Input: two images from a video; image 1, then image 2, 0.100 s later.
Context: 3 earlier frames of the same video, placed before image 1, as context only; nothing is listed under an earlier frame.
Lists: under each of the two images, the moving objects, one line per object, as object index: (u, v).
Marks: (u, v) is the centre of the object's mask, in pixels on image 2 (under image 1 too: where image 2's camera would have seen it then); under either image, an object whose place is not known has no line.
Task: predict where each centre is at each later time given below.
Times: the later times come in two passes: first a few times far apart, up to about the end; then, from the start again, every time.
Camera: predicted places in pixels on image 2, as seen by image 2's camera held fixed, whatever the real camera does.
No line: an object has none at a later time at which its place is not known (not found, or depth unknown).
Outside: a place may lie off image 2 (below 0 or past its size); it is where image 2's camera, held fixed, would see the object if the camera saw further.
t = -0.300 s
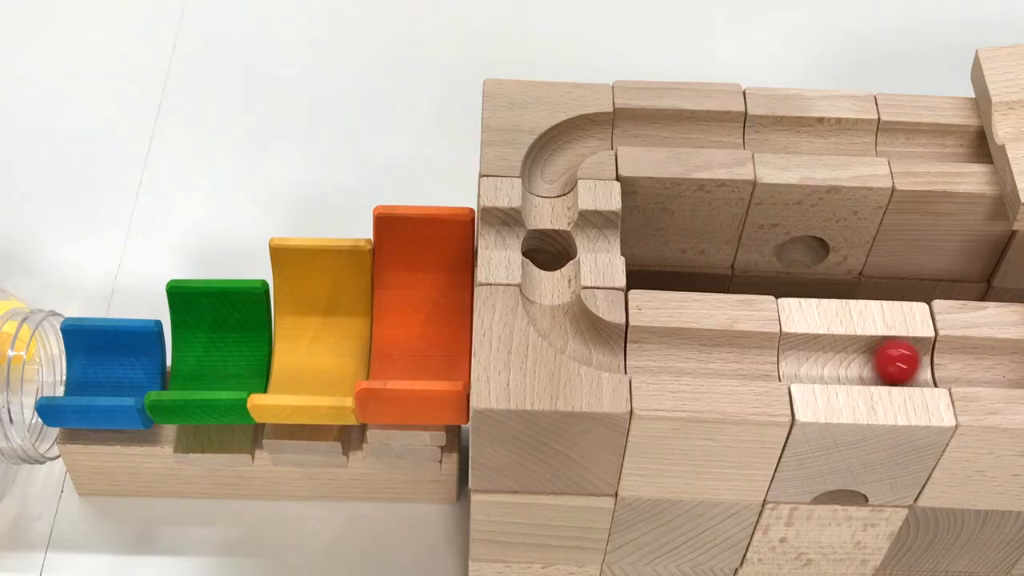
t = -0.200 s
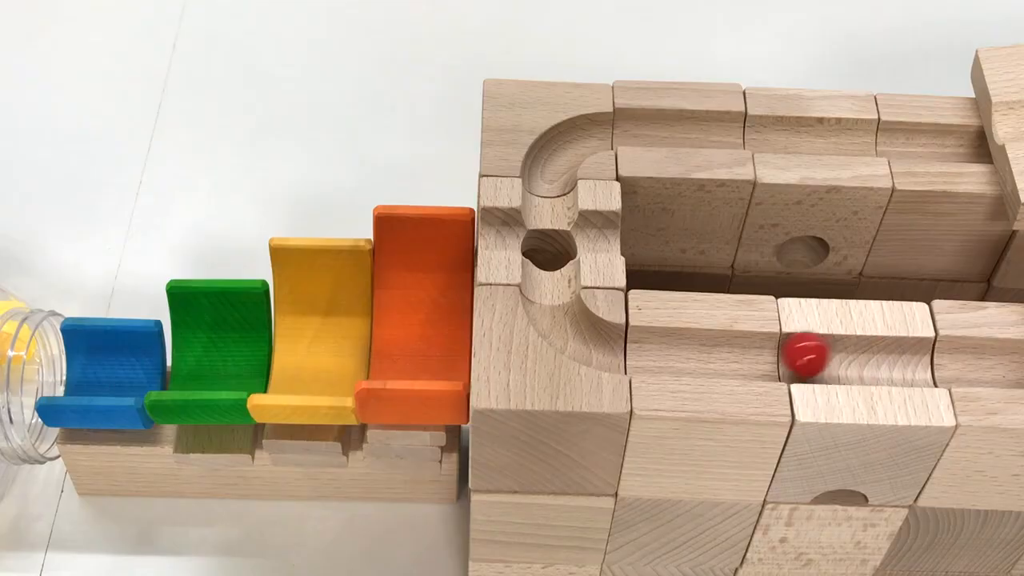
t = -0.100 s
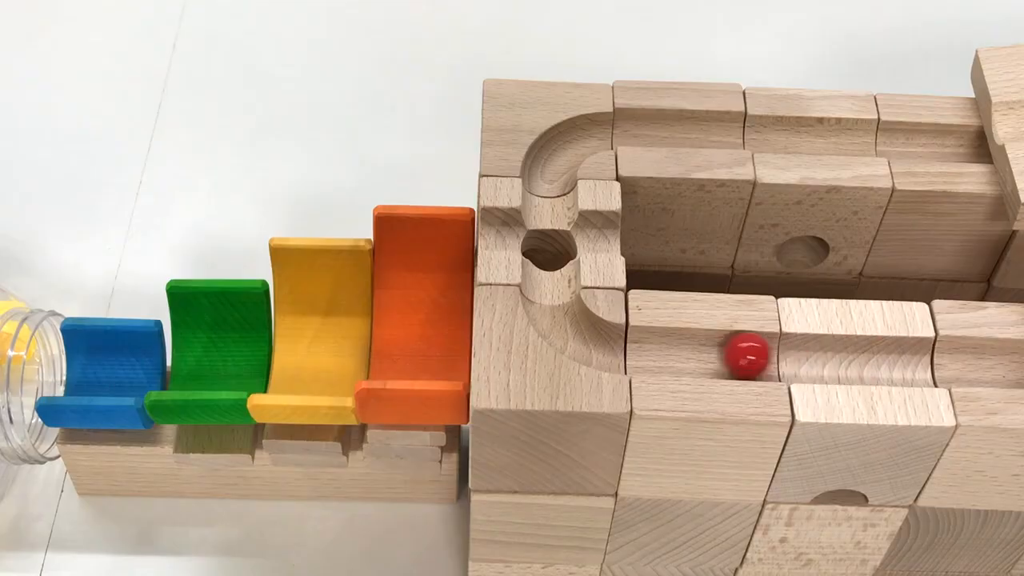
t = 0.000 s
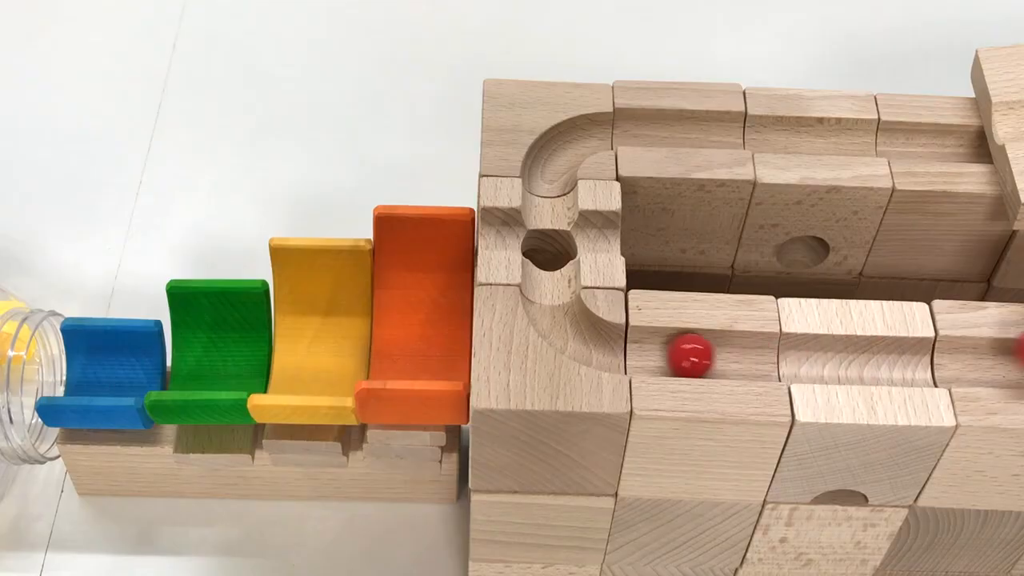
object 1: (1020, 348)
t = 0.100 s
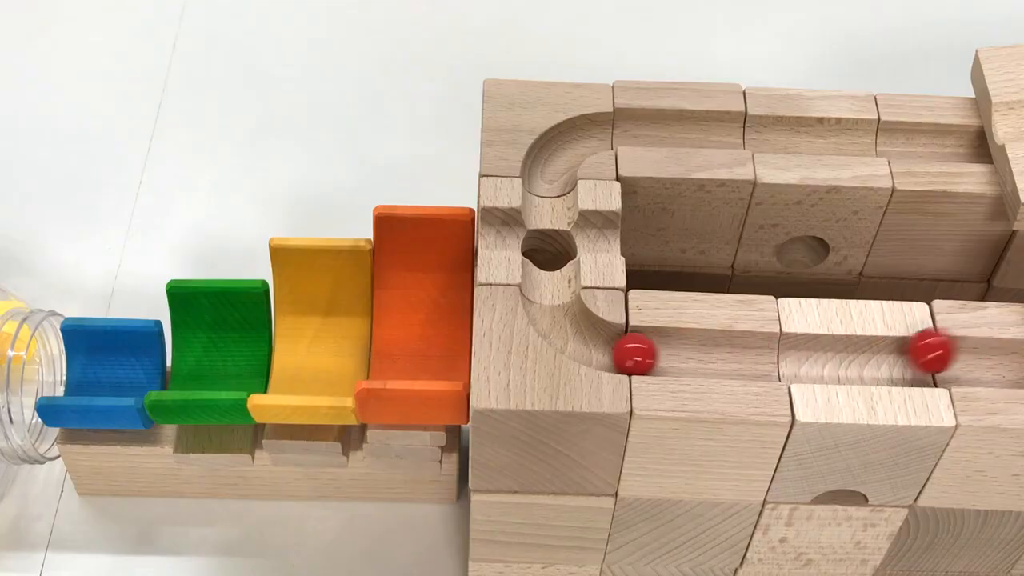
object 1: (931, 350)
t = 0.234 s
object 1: (808, 360)
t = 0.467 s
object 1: (625, 352)
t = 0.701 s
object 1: (553, 265)
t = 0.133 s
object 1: (898, 366)
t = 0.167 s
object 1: (869, 364)
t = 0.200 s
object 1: (837, 356)
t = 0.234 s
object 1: (808, 360)
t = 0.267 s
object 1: (782, 360)
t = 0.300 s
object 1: (755, 359)
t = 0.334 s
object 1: (728, 356)
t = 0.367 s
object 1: (702, 356)
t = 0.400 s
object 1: (677, 356)
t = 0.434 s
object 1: (650, 353)
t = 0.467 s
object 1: (625, 352)
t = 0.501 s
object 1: (601, 349)
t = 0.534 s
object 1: (582, 341)
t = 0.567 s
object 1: (566, 328)
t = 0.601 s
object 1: (552, 313)
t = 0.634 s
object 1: (546, 297)
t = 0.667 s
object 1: (549, 282)
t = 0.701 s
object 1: (553, 265)
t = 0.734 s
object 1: (552, 251)
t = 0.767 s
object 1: (548, 250)
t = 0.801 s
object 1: (547, 262)
